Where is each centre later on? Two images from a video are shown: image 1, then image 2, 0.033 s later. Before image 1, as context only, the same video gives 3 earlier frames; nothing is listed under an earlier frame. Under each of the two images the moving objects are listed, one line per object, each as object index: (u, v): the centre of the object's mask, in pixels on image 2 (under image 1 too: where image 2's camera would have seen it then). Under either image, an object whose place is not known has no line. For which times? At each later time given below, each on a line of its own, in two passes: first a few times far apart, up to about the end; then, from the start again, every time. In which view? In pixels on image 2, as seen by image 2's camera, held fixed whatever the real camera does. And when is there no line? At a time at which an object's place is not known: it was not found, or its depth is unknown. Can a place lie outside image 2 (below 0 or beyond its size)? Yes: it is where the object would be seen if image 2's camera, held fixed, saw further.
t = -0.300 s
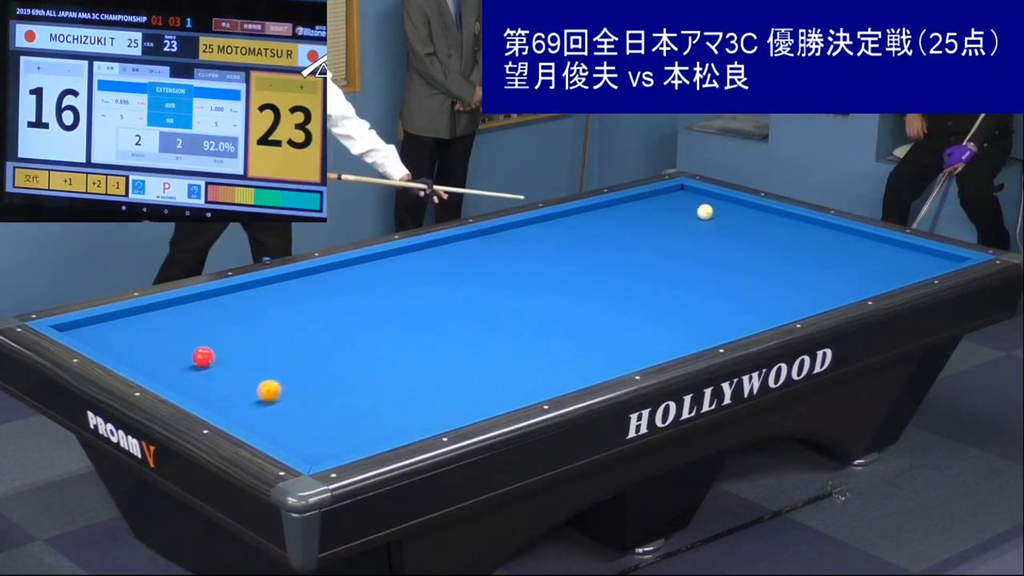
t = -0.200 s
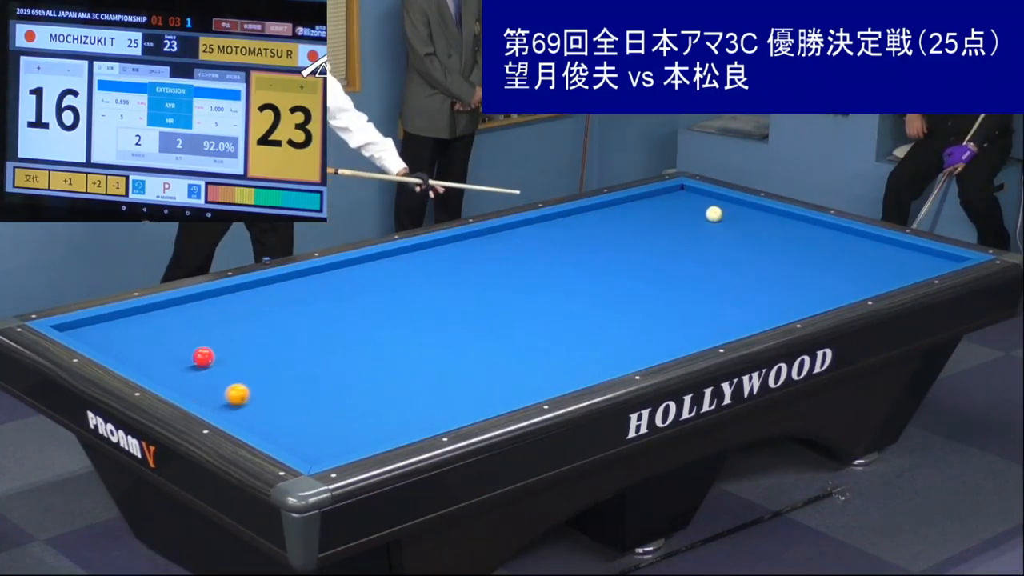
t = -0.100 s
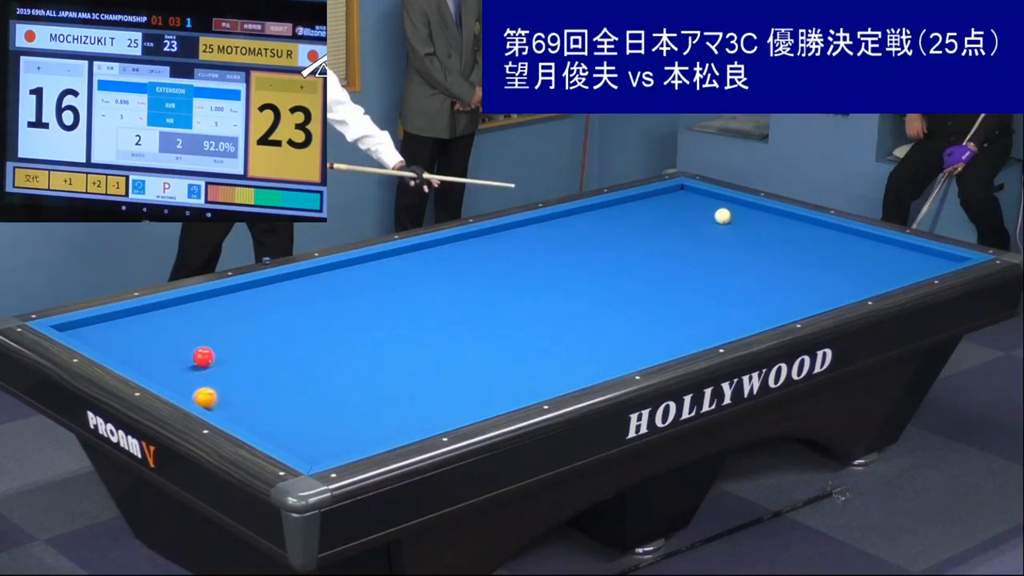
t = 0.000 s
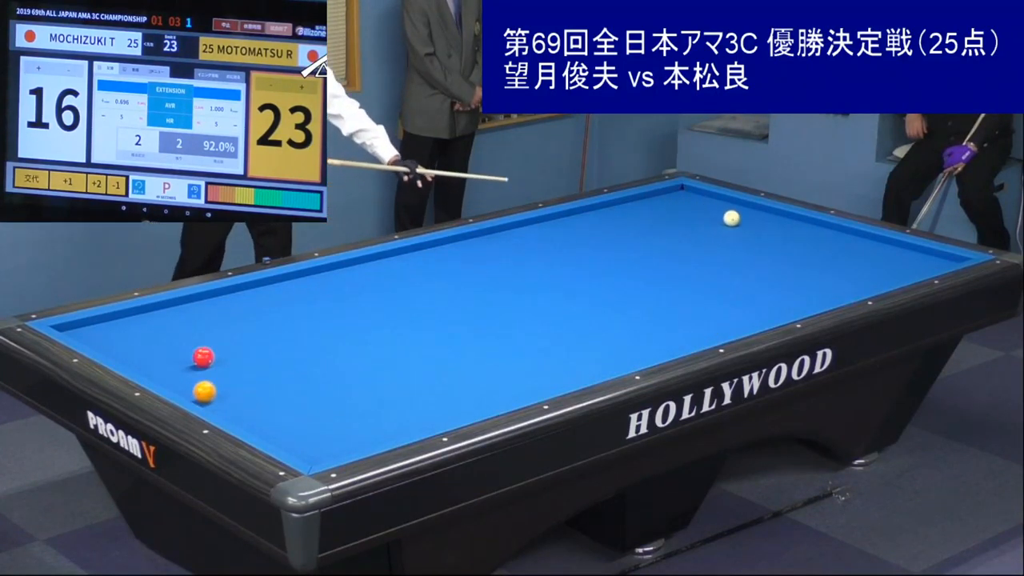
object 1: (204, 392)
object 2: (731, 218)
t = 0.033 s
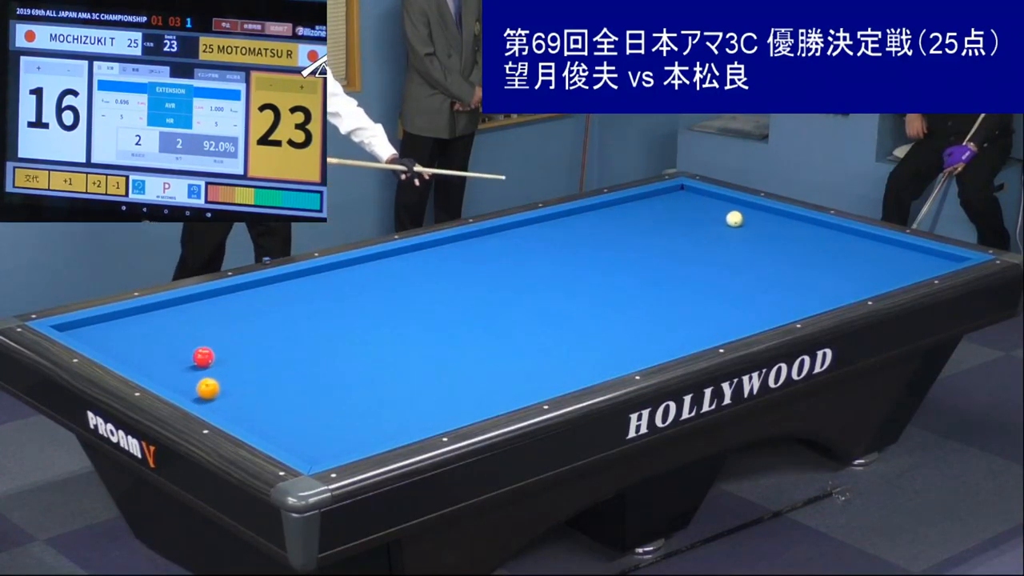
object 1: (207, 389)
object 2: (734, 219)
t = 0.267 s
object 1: (223, 370)
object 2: (755, 224)
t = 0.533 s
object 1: (238, 349)
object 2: (778, 229)
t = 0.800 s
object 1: (252, 331)
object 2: (801, 235)
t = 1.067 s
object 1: (265, 314)
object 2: (824, 240)
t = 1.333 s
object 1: (277, 299)
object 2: (847, 246)
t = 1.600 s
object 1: (289, 284)
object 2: (870, 251)
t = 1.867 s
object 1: (308, 274)
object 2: (892, 257)
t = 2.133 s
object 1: (342, 273)
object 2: (915, 262)
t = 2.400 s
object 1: (375, 271)
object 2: (936, 265)
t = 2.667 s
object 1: (408, 270)
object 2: (928, 263)
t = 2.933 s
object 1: (439, 269)
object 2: (918, 261)
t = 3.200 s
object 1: (469, 267)
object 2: (908, 258)
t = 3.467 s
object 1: (498, 266)
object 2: (899, 255)
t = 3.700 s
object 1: (523, 265)
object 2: (891, 252)
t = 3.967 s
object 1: (550, 264)
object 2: (884, 250)
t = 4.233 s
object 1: (576, 263)
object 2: (877, 247)
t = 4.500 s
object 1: (602, 262)
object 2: (870, 245)
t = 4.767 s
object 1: (627, 261)
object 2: (864, 243)
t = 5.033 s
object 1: (650, 260)
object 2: (859, 241)
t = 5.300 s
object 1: (673, 259)
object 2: (854, 240)
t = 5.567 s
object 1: (695, 258)
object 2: (850, 238)
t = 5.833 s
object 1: (717, 257)
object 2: (846, 237)
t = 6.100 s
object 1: (737, 256)
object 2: (843, 236)
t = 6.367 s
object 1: (757, 255)
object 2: (840, 235)
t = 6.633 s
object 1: (776, 255)
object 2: (837, 234)
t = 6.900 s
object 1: (794, 254)
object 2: (835, 234)
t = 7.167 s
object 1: (811, 254)
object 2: (834, 234)
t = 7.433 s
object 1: (827, 253)
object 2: (833, 233)
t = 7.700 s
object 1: (843, 252)
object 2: (832, 233)
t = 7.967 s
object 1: (858, 251)
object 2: (833, 233)
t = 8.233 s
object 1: (873, 251)
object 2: (833, 233)
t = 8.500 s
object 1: (886, 251)
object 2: (833, 233)
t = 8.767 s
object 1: (899, 250)
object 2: (833, 233)
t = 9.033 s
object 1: (911, 250)
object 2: (833, 233)
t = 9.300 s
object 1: (922, 249)
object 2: (833, 233)
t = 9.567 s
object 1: (922, 251)
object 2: (833, 233)
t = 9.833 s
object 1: (921, 252)
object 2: (833, 233)
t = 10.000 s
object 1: (921, 253)
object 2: (833, 233)
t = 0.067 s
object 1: (210, 386)
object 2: (737, 220)
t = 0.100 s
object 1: (213, 383)
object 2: (740, 220)
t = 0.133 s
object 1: (215, 380)
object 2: (743, 221)
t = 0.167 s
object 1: (217, 378)
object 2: (746, 222)
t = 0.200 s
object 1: (219, 375)
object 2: (749, 223)
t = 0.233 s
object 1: (221, 372)
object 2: (752, 223)
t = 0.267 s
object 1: (223, 370)
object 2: (755, 224)
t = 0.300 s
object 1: (225, 367)
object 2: (758, 225)
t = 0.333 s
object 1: (227, 364)
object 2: (761, 225)
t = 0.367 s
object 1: (229, 362)
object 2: (763, 226)
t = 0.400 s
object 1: (231, 359)
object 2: (766, 227)
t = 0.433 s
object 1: (232, 357)
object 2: (769, 227)
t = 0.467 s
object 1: (235, 354)
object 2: (772, 228)
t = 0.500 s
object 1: (237, 352)
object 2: (775, 229)
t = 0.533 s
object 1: (238, 349)
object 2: (778, 229)
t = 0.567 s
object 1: (240, 347)
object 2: (781, 230)
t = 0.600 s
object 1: (242, 345)
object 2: (784, 231)
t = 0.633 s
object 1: (244, 342)
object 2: (787, 232)
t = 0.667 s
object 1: (246, 340)
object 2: (790, 232)
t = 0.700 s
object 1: (247, 338)
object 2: (793, 233)
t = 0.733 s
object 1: (248, 335)
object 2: (796, 234)
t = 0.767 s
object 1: (251, 333)
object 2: (798, 234)
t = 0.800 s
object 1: (252, 331)
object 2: (801, 235)
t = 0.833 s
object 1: (254, 329)
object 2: (804, 236)
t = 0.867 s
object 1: (256, 327)
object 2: (807, 236)
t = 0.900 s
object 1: (258, 325)
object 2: (810, 237)
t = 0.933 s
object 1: (259, 323)
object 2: (813, 238)
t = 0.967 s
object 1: (261, 320)
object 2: (816, 238)
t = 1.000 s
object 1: (262, 318)
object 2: (819, 239)
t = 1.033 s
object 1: (264, 316)
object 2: (821, 240)
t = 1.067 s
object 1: (265, 314)
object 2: (824, 240)
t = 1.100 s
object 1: (267, 312)
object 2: (827, 241)
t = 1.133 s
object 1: (268, 310)
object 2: (830, 242)
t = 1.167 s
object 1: (270, 308)
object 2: (833, 242)
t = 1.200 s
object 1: (271, 306)
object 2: (836, 243)
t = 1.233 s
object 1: (273, 304)
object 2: (839, 244)
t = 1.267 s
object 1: (274, 302)
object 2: (842, 245)
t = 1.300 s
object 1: (276, 300)
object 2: (844, 245)
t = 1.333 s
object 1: (277, 299)
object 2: (847, 246)
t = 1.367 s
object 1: (279, 297)
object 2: (850, 247)
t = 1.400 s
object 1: (280, 295)
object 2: (853, 247)
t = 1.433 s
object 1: (282, 293)
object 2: (856, 248)
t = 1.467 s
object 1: (283, 291)
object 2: (859, 249)
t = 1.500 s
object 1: (285, 289)
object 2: (861, 249)
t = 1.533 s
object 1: (285, 288)
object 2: (864, 250)
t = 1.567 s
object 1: (287, 286)
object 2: (867, 251)
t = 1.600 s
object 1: (289, 284)
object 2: (870, 251)
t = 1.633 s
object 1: (290, 282)
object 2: (873, 252)
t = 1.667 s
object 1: (291, 280)
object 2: (876, 253)
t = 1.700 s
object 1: (293, 279)
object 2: (879, 253)
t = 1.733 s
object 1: (294, 277)
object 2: (881, 254)
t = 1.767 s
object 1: (295, 275)
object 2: (884, 255)
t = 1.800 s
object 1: (299, 275)
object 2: (887, 255)
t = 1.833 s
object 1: (304, 274)
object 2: (890, 256)
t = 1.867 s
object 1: (308, 274)
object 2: (892, 257)
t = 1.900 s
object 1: (313, 274)
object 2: (895, 257)
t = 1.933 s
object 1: (317, 274)
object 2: (898, 258)
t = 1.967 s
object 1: (321, 274)
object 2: (901, 258)
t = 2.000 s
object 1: (325, 274)
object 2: (904, 259)
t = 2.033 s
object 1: (330, 273)
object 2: (907, 260)
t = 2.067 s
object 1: (334, 273)
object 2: (909, 261)
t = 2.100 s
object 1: (338, 273)
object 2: (912, 261)
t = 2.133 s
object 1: (342, 273)
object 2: (915, 262)
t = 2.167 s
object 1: (347, 273)
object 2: (918, 262)
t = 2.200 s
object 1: (351, 272)
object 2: (920, 263)
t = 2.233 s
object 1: (355, 272)
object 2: (923, 263)
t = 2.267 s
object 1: (359, 272)
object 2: (926, 264)
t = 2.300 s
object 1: (363, 272)
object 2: (928, 265)
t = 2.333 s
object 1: (367, 272)
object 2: (931, 265)
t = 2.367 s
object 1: (371, 272)
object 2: (934, 265)
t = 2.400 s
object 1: (375, 271)
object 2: (936, 265)
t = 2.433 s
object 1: (380, 271)
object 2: (937, 265)
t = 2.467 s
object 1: (384, 271)
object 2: (936, 265)
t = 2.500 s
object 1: (387, 271)
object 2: (935, 265)
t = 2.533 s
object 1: (392, 271)
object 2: (933, 265)
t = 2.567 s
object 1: (395, 271)
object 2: (932, 265)
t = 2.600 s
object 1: (400, 270)
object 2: (931, 264)
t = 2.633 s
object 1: (404, 270)
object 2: (929, 264)
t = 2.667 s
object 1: (408, 270)
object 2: (928, 263)
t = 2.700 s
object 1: (412, 270)
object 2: (927, 263)
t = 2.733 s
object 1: (415, 270)
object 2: (925, 263)
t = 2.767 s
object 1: (419, 270)
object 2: (924, 263)
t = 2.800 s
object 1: (423, 269)
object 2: (923, 262)
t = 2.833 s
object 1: (427, 269)
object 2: (922, 262)
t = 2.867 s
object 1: (431, 269)
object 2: (920, 262)
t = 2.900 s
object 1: (435, 269)
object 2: (919, 261)
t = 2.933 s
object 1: (439, 269)
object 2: (918, 261)
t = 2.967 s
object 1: (442, 269)
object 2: (916, 260)
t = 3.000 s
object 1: (446, 268)
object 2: (915, 260)
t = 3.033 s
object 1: (450, 268)
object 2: (914, 260)
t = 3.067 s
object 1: (454, 268)
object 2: (913, 259)
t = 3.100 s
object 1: (458, 268)
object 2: (912, 259)
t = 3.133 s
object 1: (461, 268)
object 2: (910, 258)
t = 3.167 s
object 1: (465, 268)
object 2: (909, 258)
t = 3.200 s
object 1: (469, 267)
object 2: (908, 258)
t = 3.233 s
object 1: (472, 267)
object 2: (907, 257)
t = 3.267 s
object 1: (476, 267)
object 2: (906, 257)
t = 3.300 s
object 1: (480, 267)
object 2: (904, 256)
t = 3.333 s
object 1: (483, 267)
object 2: (903, 256)
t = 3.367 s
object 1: (487, 267)
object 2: (902, 256)
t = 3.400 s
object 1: (491, 267)
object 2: (901, 255)
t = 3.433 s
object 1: (494, 266)
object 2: (900, 255)
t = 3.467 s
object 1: (498, 266)
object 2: (899, 255)
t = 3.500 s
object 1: (501, 266)
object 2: (898, 254)
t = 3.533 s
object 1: (505, 266)
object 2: (897, 254)
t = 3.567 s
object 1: (509, 266)
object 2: (895, 254)
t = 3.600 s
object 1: (512, 266)
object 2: (895, 253)
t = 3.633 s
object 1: (515, 265)
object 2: (893, 253)
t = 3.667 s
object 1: (519, 265)
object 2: (892, 252)
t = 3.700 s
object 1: (523, 265)
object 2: (891, 252)
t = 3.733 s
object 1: (526, 265)
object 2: (890, 252)
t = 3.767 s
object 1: (530, 265)
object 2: (889, 252)
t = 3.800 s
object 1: (533, 265)
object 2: (888, 251)
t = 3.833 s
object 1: (536, 265)
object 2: (887, 251)
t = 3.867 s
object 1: (540, 264)
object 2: (886, 251)
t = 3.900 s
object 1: (543, 264)
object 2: (885, 250)
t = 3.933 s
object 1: (546, 264)
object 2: (885, 250)
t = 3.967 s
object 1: (550, 264)
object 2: (884, 250)
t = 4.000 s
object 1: (553, 264)
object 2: (883, 250)
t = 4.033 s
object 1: (557, 264)
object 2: (882, 249)
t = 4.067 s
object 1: (560, 264)
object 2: (881, 249)
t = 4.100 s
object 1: (563, 263)
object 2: (880, 248)
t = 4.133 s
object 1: (567, 263)
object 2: (879, 248)
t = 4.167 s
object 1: (570, 263)
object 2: (878, 248)
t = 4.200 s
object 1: (573, 263)
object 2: (877, 248)
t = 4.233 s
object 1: (576, 263)
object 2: (877, 247)
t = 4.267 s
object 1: (579, 263)
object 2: (876, 247)
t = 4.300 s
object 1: (583, 263)
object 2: (875, 247)
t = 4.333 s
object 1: (586, 263)
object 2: (874, 247)
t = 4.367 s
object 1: (589, 262)
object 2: (873, 246)
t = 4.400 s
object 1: (592, 263)
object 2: (872, 246)
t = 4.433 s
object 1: (596, 262)
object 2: (872, 246)
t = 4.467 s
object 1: (599, 262)
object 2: (871, 246)
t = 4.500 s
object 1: (602, 262)
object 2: (870, 245)
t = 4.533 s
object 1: (605, 262)
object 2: (869, 245)
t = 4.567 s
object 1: (608, 262)
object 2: (868, 245)
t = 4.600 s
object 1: (611, 261)
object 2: (868, 245)
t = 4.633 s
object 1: (614, 262)
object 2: (867, 244)
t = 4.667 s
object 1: (617, 262)
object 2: (866, 244)
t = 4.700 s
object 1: (621, 261)
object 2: (865, 244)
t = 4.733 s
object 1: (623, 261)
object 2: (865, 243)
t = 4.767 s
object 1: (627, 261)
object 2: (864, 243)
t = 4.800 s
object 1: (630, 261)
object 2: (864, 243)
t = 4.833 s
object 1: (633, 261)
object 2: (863, 243)
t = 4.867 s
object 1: (635, 261)
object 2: (862, 242)
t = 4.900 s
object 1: (639, 261)
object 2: (861, 242)
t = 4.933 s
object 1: (641, 261)
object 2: (860, 242)
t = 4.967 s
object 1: (645, 260)
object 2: (860, 242)
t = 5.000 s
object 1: (647, 260)
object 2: (859, 241)
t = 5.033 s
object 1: (650, 260)
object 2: (859, 241)
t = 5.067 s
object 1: (653, 260)
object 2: (858, 241)
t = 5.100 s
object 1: (656, 260)
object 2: (857, 241)
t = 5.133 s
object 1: (659, 259)
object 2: (857, 241)
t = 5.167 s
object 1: (662, 259)
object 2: (856, 240)
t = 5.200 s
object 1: (665, 259)
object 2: (856, 240)
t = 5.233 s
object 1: (668, 259)
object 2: (855, 240)
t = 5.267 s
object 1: (671, 259)
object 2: (854, 240)
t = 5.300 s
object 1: (673, 259)
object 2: (854, 240)
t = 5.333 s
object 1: (676, 259)
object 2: (853, 239)
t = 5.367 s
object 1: (679, 259)
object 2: (853, 239)
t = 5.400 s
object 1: (681, 259)
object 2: (852, 239)
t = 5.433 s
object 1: (684, 258)
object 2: (852, 239)
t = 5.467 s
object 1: (687, 258)
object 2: (851, 239)
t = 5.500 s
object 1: (690, 258)
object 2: (851, 239)
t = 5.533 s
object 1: (693, 258)
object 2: (850, 238)
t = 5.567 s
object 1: (695, 258)
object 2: (850, 238)
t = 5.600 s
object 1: (698, 258)
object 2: (849, 238)
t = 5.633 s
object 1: (701, 258)
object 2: (849, 238)
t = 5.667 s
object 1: (703, 258)
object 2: (848, 238)
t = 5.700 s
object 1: (706, 258)
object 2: (848, 238)
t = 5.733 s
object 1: (709, 257)
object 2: (847, 237)
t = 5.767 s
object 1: (711, 257)
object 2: (847, 237)
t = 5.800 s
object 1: (714, 257)
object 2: (846, 237)
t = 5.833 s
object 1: (717, 257)
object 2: (846, 237)
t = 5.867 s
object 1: (719, 257)
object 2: (846, 237)
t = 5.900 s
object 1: (722, 257)
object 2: (845, 237)
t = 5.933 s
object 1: (724, 257)
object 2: (845, 237)
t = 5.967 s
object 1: (727, 257)
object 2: (844, 236)
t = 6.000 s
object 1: (730, 257)
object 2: (844, 236)
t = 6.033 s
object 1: (732, 257)
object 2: (843, 236)
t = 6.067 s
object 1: (735, 256)
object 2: (843, 236)
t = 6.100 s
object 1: (737, 256)
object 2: (843, 236)
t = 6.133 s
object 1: (740, 256)
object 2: (842, 236)
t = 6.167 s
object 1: (742, 256)
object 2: (842, 236)
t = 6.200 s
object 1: (744, 256)
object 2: (842, 235)
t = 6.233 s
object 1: (747, 256)
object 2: (841, 235)
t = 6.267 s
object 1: (749, 256)
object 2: (841, 235)
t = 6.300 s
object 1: (752, 256)
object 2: (840, 235)
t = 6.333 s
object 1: (754, 255)
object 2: (840, 235)
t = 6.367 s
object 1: (757, 255)
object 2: (840, 235)
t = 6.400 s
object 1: (759, 255)
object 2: (839, 235)
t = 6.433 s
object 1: (761, 255)
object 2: (839, 235)
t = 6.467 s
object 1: (764, 255)
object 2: (839, 235)
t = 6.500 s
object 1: (766, 255)
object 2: (838, 235)
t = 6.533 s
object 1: (768, 255)
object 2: (838, 235)
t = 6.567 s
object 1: (771, 255)
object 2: (838, 234)
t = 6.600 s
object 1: (773, 255)
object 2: (837, 234)
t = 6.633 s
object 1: (776, 255)
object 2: (837, 234)
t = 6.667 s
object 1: (778, 255)
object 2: (837, 234)
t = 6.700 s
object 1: (780, 255)
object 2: (836, 234)
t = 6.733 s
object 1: (783, 255)
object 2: (836, 234)
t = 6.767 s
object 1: (785, 255)
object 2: (836, 234)
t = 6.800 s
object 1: (787, 254)
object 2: (836, 234)
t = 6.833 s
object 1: (789, 254)
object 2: (835, 234)
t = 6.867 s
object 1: (792, 254)
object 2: (835, 234)
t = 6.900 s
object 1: (794, 254)
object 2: (835, 234)
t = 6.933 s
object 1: (796, 254)
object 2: (835, 234)
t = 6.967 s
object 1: (798, 254)
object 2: (835, 234)
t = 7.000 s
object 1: (800, 254)
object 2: (834, 234)
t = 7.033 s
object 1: (802, 254)
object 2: (834, 234)
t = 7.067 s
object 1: (805, 254)
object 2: (834, 234)
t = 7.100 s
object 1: (807, 254)
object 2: (834, 234)
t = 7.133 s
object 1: (809, 254)
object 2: (834, 234)
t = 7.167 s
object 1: (811, 254)
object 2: (834, 234)
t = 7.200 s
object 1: (813, 254)
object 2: (833, 233)
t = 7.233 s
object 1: (815, 253)
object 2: (833, 233)
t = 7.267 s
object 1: (817, 253)
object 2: (833, 233)
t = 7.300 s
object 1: (819, 253)
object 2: (833, 233)
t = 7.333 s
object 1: (822, 253)
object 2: (833, 233)
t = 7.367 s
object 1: (824, 253)
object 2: (833, 233)
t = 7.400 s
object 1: (826, 253)
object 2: (833, 233)
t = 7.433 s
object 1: (827, 253)
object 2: (833, 233)
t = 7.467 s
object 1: (829, 253)
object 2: (833, 233)
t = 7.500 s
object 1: (832, 253)
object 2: (833, 233)
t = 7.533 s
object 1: (834, 252)
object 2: (832, 233)
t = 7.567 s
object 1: (835, 252)
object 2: (832, 233)
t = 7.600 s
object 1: (837, 252)
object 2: (832, 233)
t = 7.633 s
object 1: (839, 252)
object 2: (832, 233)
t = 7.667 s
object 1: (842, 252)
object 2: (832, 233)
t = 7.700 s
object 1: (843, 252)
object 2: (832, 233)
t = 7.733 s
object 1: (846, 252)
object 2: (832, 233)
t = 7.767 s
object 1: (847, 252)
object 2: (832, 233)
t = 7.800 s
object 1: (849, 252)
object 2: (832, 233)
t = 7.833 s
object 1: (851, 252)
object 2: (832, 233)
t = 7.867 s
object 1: (853, 252)
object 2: (833, 233)
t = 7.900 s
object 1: (854, 251)
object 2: (832, 233)
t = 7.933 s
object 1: (857, 251)
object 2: (833, 233)
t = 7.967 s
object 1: (858, 251)
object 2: (833, 233)
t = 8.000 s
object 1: (860, 251)
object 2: (833, 233)
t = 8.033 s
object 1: (862, 251)
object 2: (833, 233)
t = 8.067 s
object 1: (864, 251)
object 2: (833, 233)
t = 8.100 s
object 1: (865, 251)
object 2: (833, 233)
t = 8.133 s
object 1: (867, 251)
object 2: (833, 233)
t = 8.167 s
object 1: (869, 251)
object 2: (833, 233)
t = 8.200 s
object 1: (871, 251)
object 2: (833, 233)
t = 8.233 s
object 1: (873, 251)
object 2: (833, 233)
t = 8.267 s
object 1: (874, 251)
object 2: (833, 233)
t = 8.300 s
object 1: (876, 251)
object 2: (833, 233)
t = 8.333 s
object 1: (878, 251)
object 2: (832, 233)
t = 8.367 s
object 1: (879, 251)
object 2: (833, 233)
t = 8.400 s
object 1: (881, 251)
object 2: (833, 233)
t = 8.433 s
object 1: (883, 251)
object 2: (833, 233)
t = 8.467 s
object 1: (884, 250)
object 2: (833, 233)
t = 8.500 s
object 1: (886, 251)
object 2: (833, 233)
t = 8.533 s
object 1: (888, 251)
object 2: (833, 233)
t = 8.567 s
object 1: (889, 250)
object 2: (833, 233)
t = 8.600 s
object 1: (891, 250)
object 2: (833, 233)
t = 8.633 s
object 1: (892, 250)
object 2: (833, 233)
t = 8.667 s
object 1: (894, 250)
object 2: (833, 233)
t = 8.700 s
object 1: (895, 250)
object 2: (833, 233)
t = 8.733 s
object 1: (897, 250)
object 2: (833, 233)
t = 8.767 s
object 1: (899, 250)
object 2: (833, 233)
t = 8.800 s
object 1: (900, 250)
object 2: (833, 233)
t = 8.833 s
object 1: (902, 250)
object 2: (833, 233)
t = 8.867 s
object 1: (903, 250)
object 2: (833, 233)
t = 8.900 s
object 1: (905, 250)
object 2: (833, 233)
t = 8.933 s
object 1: (906, 250)
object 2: (833, 233)
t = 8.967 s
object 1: (907, 250)
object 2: (833, 233)
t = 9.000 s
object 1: (909, 250)
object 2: (833, 233)
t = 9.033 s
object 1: (911, 250)
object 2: (833, 233)
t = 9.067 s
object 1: (912, 249)
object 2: (833, 233)
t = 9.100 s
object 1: (913, 249)
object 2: (833, 233)
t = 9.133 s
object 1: (915, 249)
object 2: (833, 233)
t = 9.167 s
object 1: (916, 249)
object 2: (833, 233)
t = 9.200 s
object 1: (917, 249)
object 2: (833, 233)
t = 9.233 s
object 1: (919, 249)
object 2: (833, 233)
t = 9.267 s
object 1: (920, 249)
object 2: (833, 233)
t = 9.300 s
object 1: (922, 249)
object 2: (833, 233)
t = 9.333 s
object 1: (922, 249)
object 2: (833, 233)
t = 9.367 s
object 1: (922, 250)
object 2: (833, 233)
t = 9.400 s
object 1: (922, 250)
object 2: (833, 233)
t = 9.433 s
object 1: (922, 250)
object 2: (833, 233)
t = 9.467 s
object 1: (922, 250)
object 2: (833, 233)
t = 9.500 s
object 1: (922, 250)
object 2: (833, 233)
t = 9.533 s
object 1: (922, 251)
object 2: (833, 233)
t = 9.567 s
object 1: (922, 251)
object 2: (833, 233)
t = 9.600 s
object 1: (922, 251)
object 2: (833, 233)
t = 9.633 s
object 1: (922, 251)
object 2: (833, 233)
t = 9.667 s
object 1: (922, 251)
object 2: (833, 233)
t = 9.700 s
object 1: (922, 251)
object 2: (833, 233)
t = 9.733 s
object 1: (921, 252)
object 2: (833, 233)
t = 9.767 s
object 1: (921, 252)
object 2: (833, 233)
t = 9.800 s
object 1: (921, 252)
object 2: (833, 233)
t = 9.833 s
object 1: (921, 252)
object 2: (833, 233)
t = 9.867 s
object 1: (921, 253)
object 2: (833, 233)
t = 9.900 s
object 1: (921, 253)
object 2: (833, 233)
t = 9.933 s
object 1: (921, 253)
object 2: (833, 233)
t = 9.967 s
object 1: (921, 253)
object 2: (833, 233)
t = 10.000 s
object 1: (921, 253)
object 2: (833, 233)
